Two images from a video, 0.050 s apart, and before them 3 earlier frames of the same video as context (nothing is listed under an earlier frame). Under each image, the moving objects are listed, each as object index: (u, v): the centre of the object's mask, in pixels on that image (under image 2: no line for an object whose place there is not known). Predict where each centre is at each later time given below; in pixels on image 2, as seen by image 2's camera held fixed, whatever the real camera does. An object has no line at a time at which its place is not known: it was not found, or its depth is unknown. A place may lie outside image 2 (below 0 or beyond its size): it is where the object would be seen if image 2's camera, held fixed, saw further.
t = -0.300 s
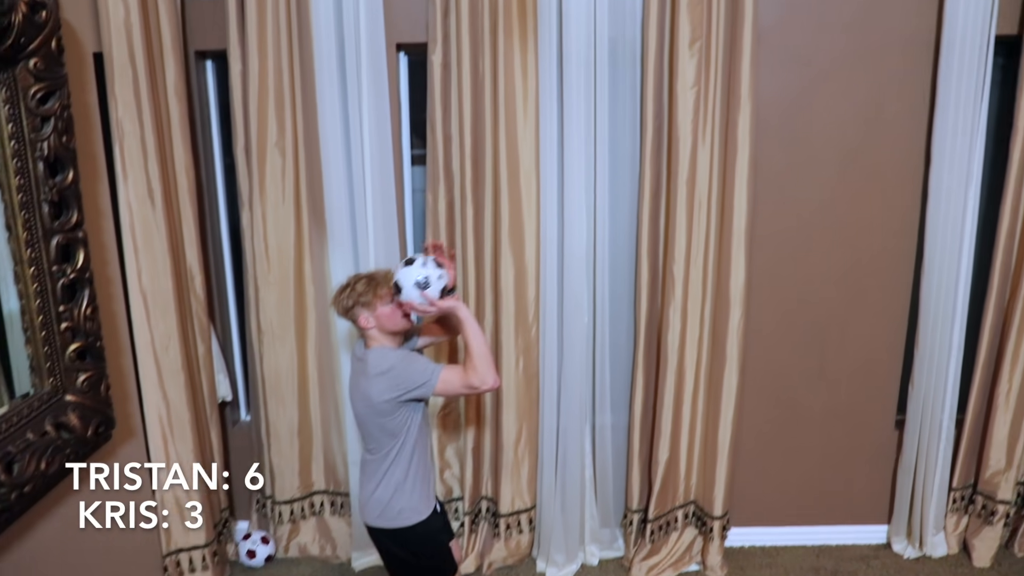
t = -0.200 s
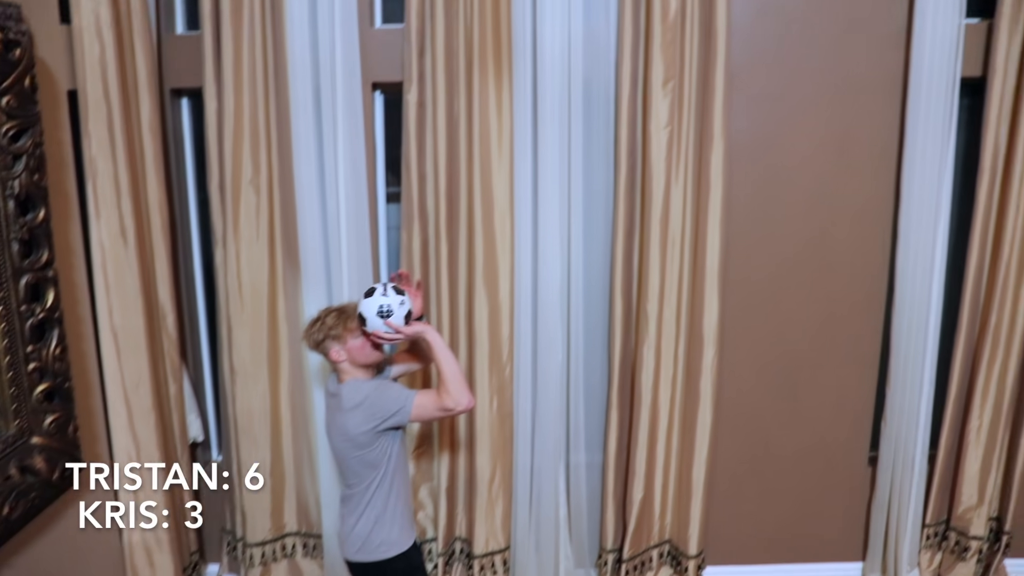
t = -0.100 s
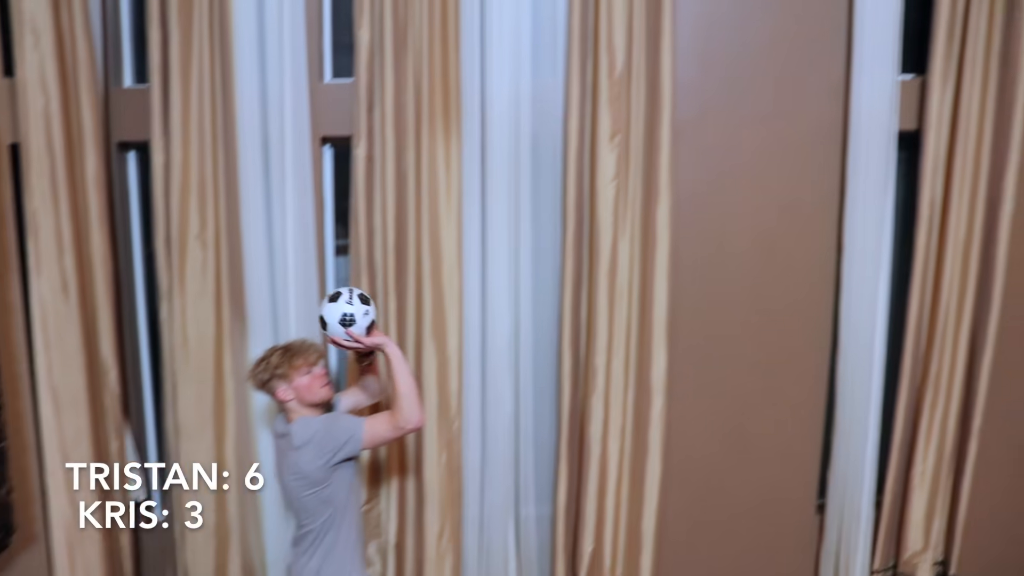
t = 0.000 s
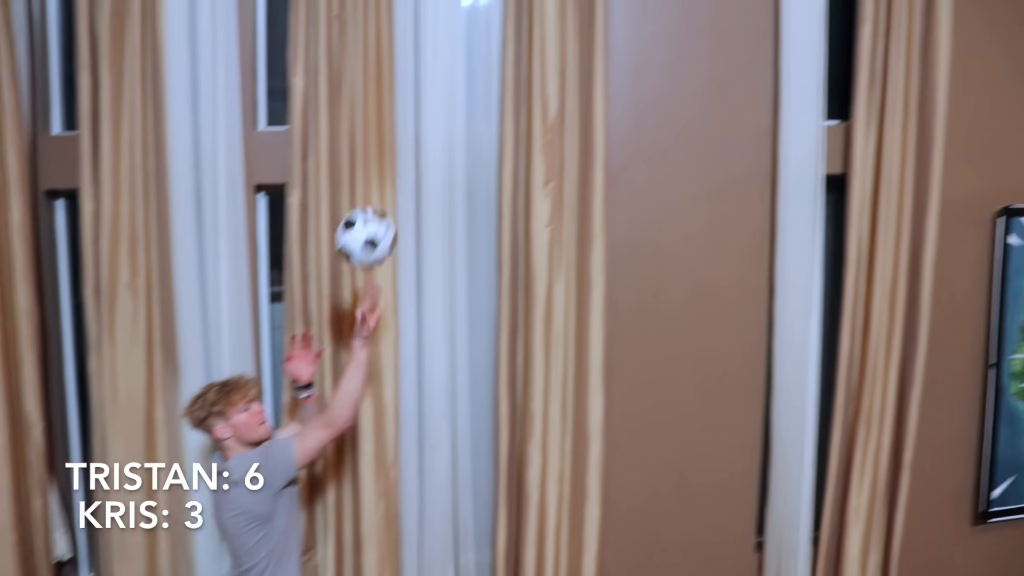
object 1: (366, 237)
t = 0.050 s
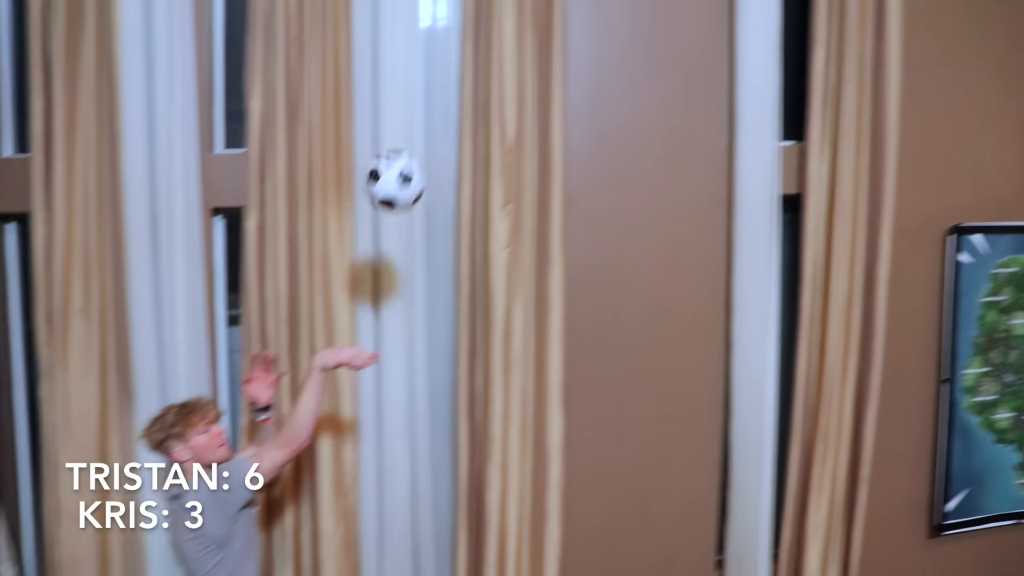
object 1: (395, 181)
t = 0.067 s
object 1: (420, 155)
